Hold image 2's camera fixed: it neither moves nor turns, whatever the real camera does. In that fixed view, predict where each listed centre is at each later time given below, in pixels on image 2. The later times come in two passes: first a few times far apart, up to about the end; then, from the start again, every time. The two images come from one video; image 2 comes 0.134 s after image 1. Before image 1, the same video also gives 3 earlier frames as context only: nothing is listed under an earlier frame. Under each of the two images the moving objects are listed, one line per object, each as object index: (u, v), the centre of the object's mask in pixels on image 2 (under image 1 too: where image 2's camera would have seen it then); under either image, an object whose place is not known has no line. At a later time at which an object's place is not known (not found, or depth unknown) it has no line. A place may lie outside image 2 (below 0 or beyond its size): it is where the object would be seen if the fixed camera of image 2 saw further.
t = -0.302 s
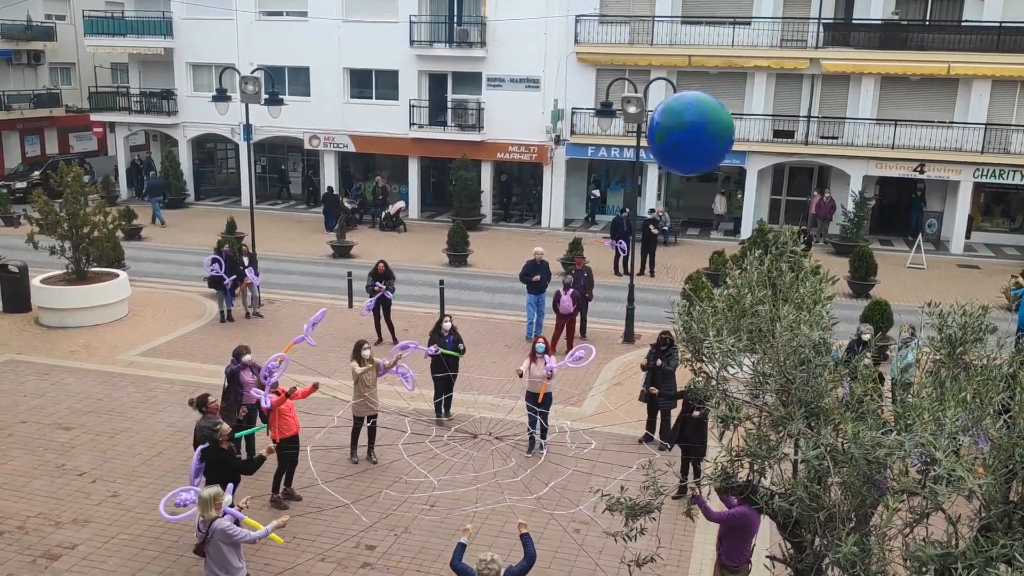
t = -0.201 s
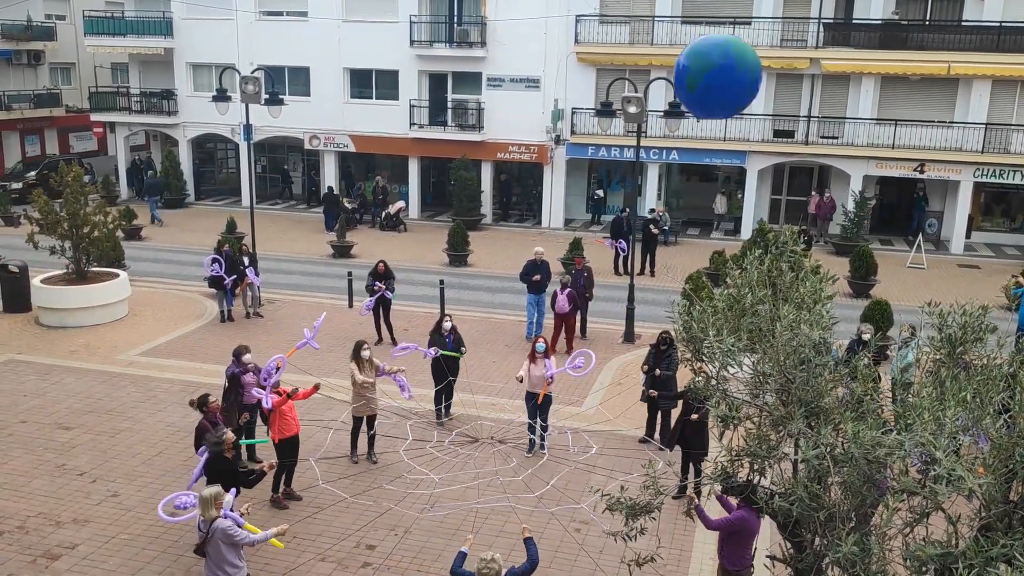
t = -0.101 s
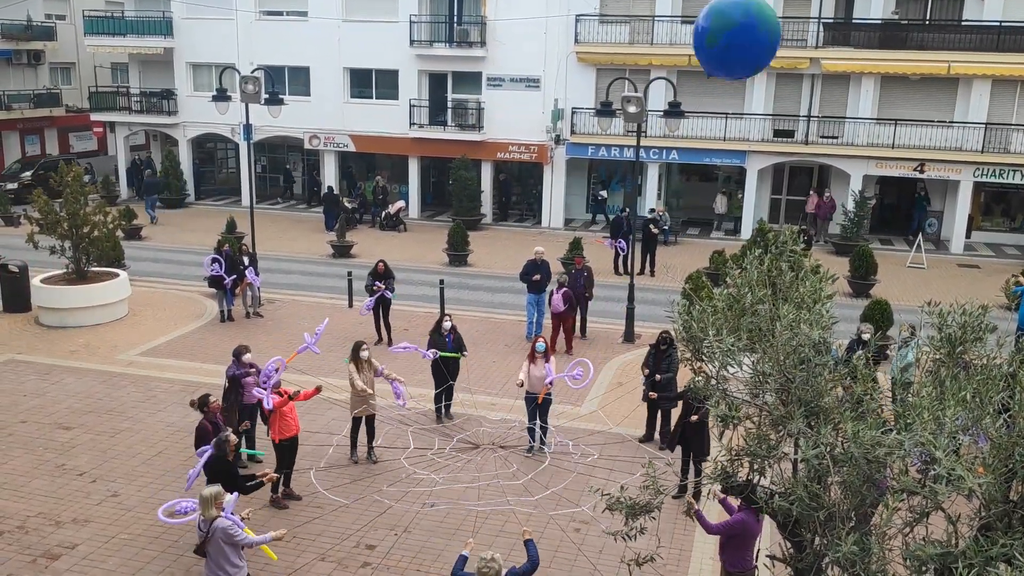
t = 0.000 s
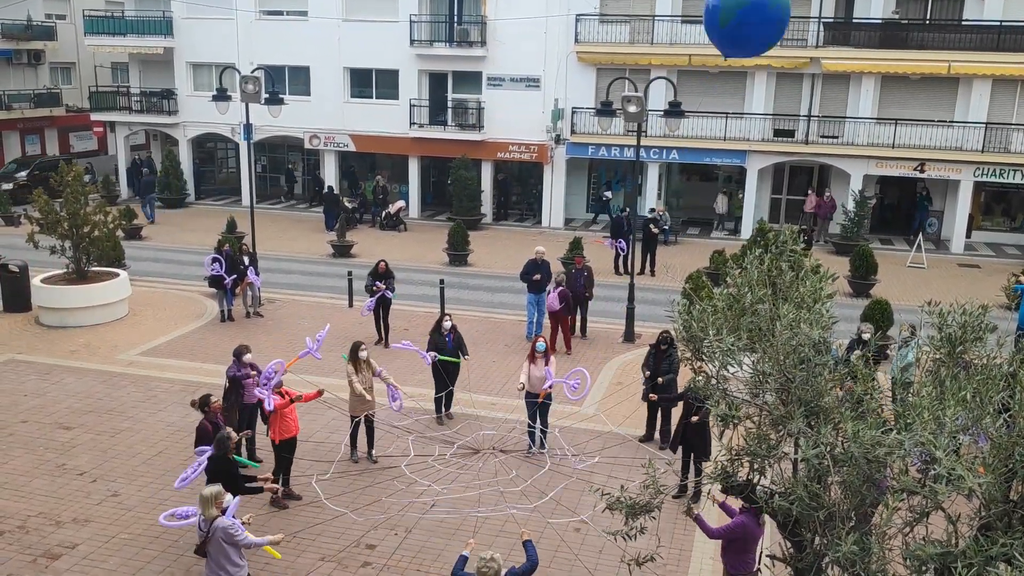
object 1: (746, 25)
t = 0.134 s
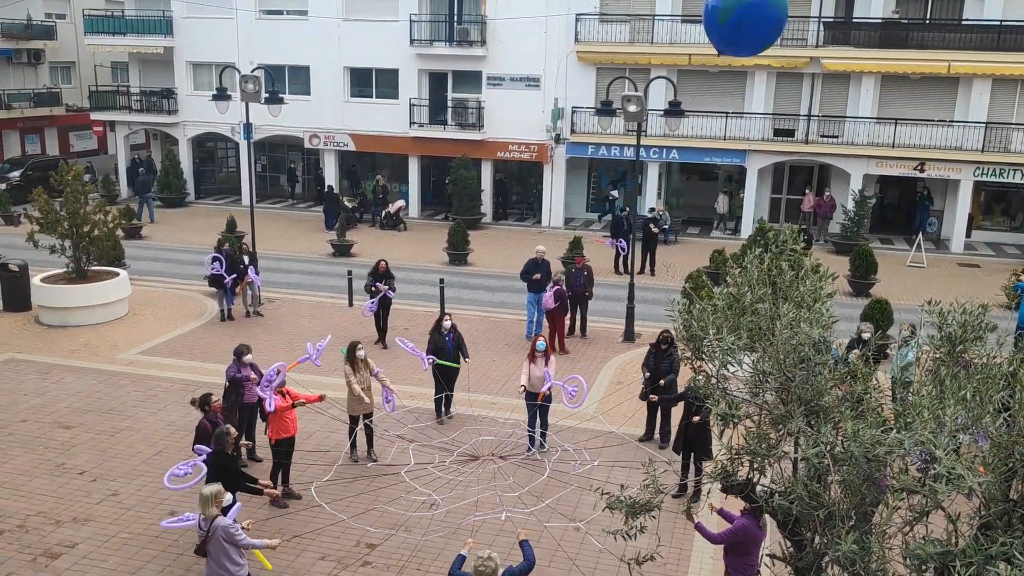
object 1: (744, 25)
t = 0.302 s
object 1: (724, 52)
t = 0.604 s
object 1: (669, 174)
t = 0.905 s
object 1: (607, 313)
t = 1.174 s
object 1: (556, 440)
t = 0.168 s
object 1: (741, 28)
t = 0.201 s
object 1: (738, 31)
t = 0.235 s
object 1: (734, 36)
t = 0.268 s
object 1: (729, 42)
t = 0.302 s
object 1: (724, 52)
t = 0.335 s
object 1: (719, 64)
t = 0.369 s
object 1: (714, 76)
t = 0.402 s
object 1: (708, 88)
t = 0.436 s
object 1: (701, 102)
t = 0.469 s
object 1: (695, 115)
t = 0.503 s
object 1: (689, 130)
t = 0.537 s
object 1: (683, 144)
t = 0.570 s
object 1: (676, 159)
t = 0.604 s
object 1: (669, 174)
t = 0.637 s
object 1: (662, 188)
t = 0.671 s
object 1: (655, 204)
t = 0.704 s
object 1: (648, 219)
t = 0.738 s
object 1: (641, 234)
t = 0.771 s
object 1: (634, 250)
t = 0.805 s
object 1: (627, 266)
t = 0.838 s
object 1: (620, 281)
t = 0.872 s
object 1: (613, 297)
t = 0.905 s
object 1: (607, 313)
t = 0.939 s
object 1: (600, 329)
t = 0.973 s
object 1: (594, 345)
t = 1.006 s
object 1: (587, 361)
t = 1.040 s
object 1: (581, 377)
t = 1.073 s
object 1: (574, 393)
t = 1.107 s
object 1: (568, 409)
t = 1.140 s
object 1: (562, 425)
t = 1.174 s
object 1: (556, 440)
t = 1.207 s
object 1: (549, 456)
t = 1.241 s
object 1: (543, 472)
